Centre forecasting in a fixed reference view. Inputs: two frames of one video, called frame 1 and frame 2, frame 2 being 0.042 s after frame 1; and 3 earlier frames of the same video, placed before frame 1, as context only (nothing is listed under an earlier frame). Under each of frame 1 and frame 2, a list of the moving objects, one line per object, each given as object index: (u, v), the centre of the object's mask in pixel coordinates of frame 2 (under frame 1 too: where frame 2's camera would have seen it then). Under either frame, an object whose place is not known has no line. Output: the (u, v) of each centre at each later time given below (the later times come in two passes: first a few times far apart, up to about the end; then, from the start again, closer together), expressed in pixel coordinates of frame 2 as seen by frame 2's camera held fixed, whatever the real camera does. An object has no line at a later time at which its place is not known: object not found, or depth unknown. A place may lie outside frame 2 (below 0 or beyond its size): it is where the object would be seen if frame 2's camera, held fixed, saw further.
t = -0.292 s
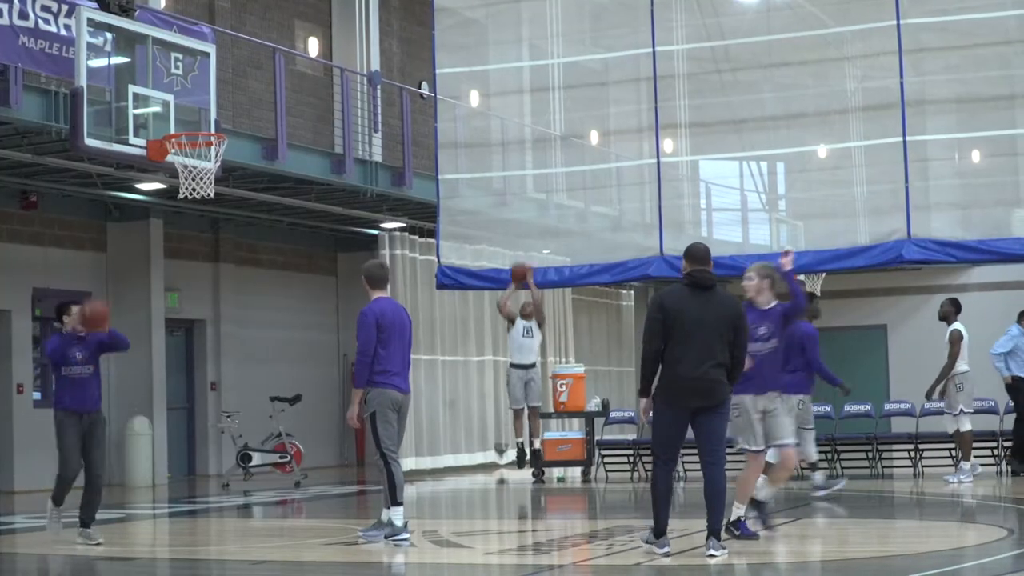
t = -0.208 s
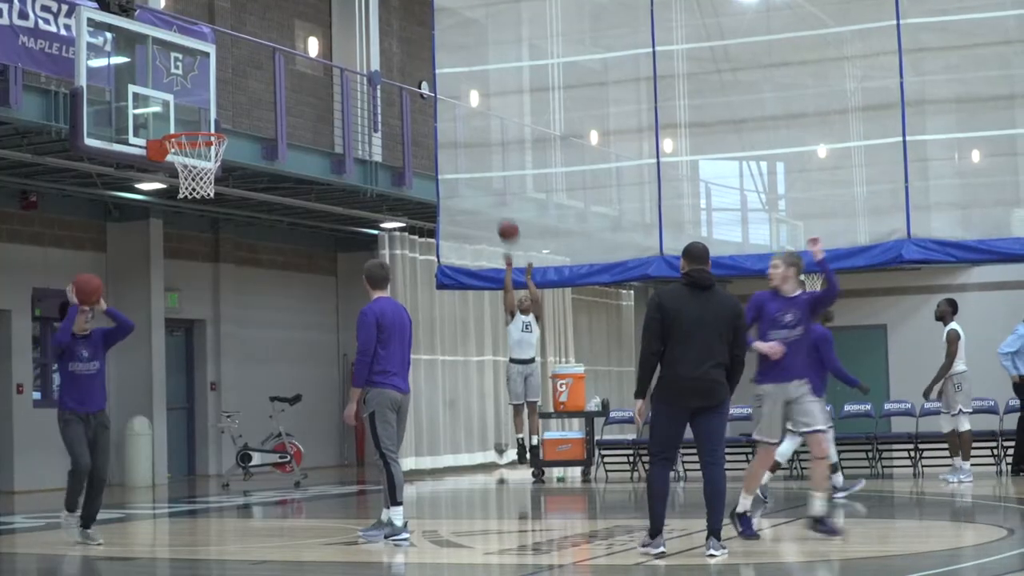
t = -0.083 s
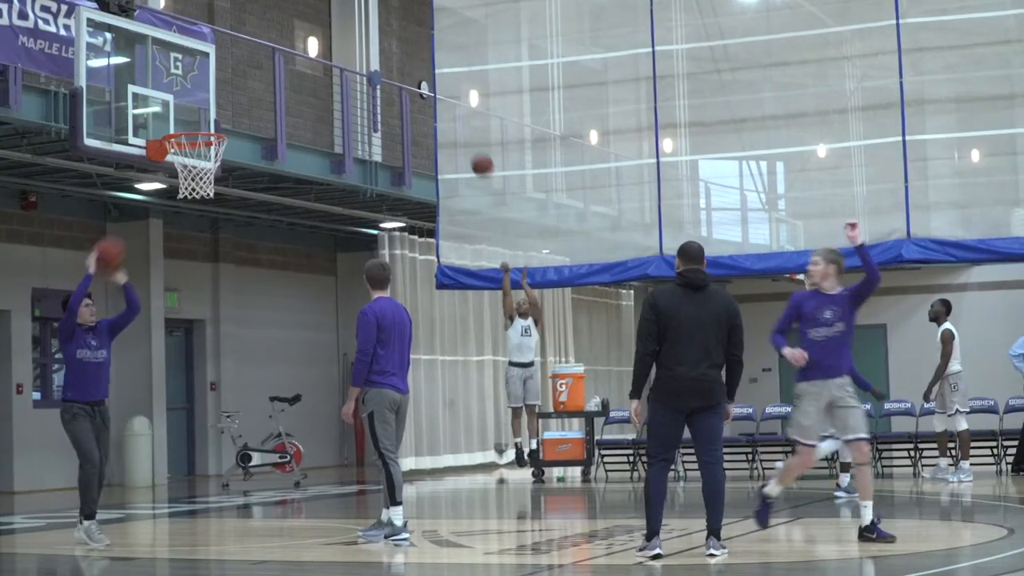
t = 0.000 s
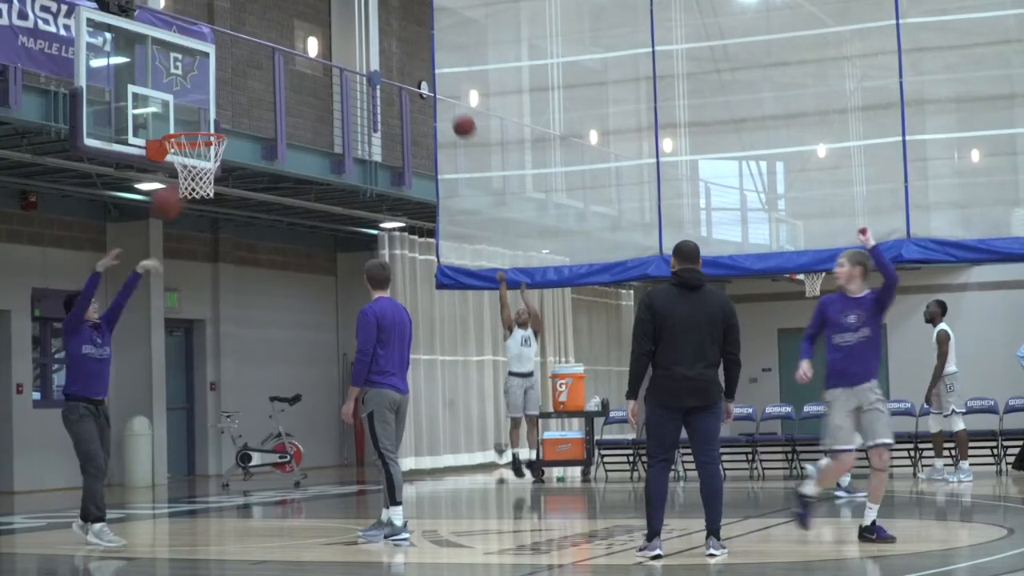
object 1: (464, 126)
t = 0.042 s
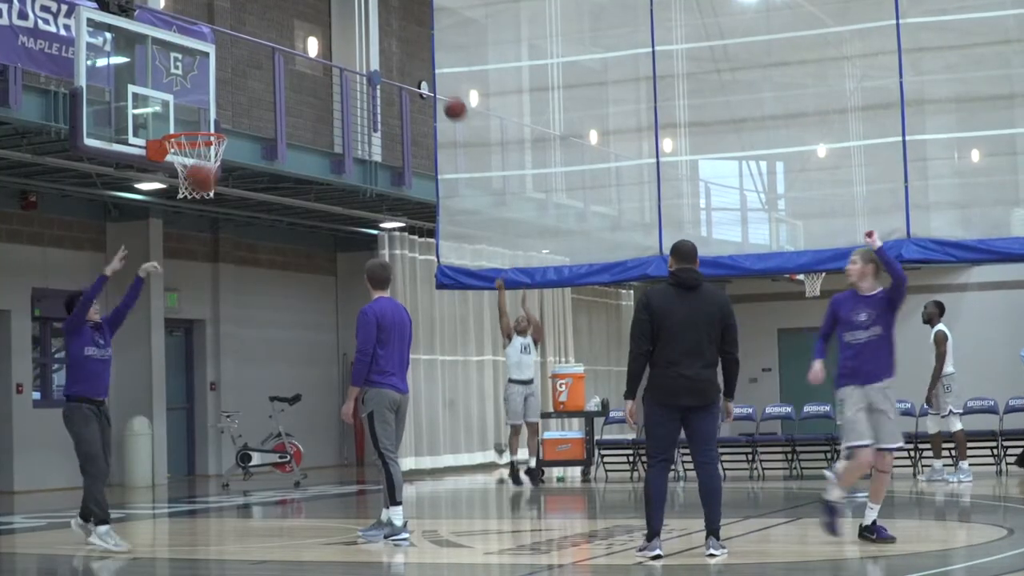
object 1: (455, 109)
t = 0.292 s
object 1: (397, 31)
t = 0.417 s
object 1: (366, 12)
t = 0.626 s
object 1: (309, 12)
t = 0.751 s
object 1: (273, 36)
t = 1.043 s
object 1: (181, 160)
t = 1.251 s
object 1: (169, 167)
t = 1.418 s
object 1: (163, 209)
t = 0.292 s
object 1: (397, 31)
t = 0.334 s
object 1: (387, 23)
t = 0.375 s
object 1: (377, 17)
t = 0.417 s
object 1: (366, 12)
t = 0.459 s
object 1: (355, 10)
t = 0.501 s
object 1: (344, 9)
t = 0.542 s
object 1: (333, 9)
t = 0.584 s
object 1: (321, 10)
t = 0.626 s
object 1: (309, 12)
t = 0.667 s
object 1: (297, 17)
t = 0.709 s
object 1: (285, 26)
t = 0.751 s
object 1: (273, 36)
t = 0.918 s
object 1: (218, 100)
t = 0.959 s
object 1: (204, 121)
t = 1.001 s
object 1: (189, 147)
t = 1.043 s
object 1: (181, 160)
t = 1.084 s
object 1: (173, 165)
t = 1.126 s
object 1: (173, 160)
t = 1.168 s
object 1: (172, 160)
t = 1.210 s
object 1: (171, 162)
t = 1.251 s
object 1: (169, 167)
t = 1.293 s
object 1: (167, 174)
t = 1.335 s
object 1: (166, 183)
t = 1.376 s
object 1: (166, 195)
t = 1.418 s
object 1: (163, 209)
